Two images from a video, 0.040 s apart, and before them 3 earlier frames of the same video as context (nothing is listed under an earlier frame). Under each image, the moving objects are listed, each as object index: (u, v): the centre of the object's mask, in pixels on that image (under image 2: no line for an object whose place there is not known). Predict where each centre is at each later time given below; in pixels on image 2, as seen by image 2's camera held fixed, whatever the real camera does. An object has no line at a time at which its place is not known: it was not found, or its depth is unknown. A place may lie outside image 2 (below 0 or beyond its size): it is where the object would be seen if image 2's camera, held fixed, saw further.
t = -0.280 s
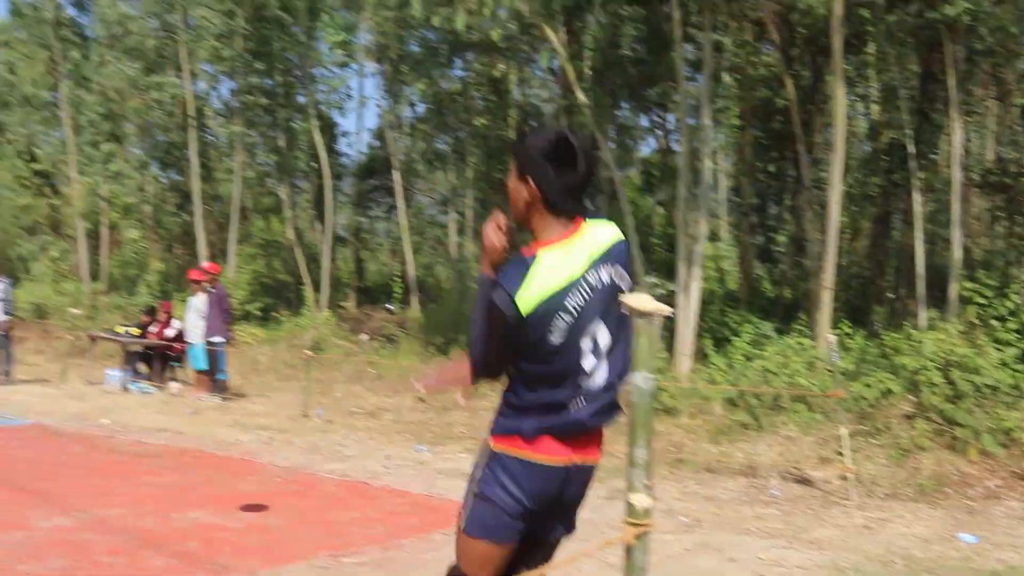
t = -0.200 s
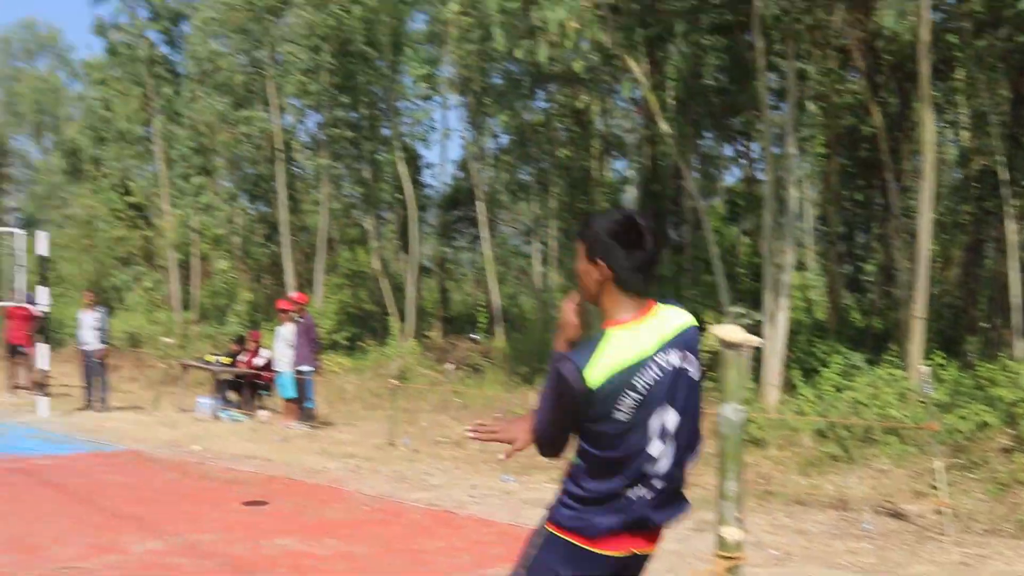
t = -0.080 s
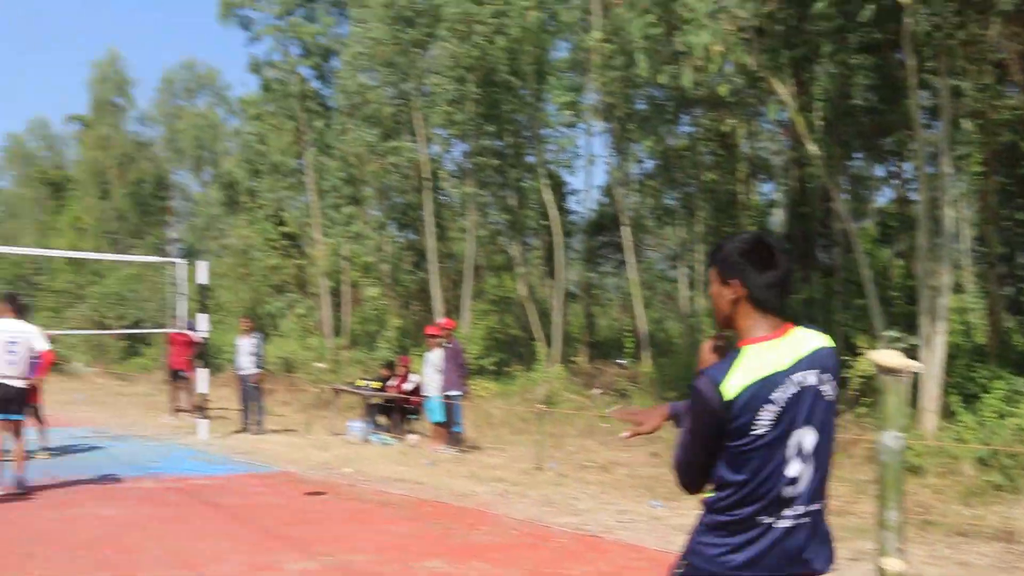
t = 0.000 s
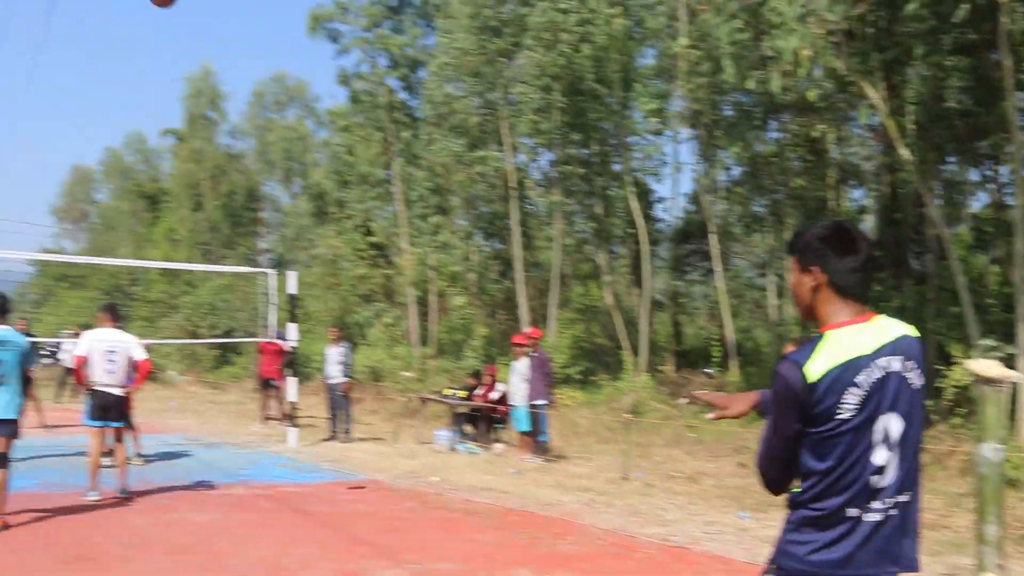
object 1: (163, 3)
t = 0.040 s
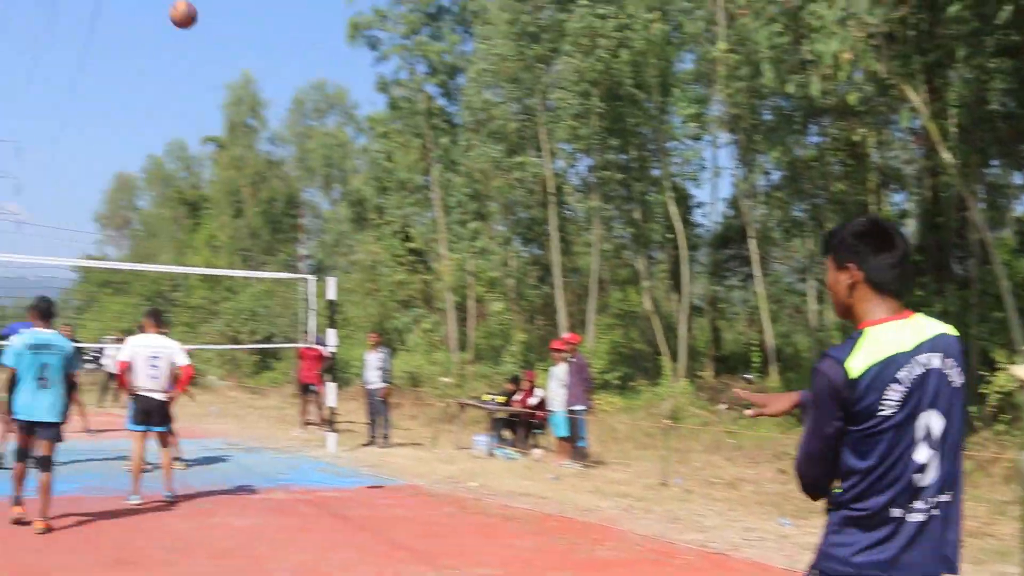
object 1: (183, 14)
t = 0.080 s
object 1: (159, 25)
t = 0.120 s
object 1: (137, 36)
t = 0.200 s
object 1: (106, 65)
